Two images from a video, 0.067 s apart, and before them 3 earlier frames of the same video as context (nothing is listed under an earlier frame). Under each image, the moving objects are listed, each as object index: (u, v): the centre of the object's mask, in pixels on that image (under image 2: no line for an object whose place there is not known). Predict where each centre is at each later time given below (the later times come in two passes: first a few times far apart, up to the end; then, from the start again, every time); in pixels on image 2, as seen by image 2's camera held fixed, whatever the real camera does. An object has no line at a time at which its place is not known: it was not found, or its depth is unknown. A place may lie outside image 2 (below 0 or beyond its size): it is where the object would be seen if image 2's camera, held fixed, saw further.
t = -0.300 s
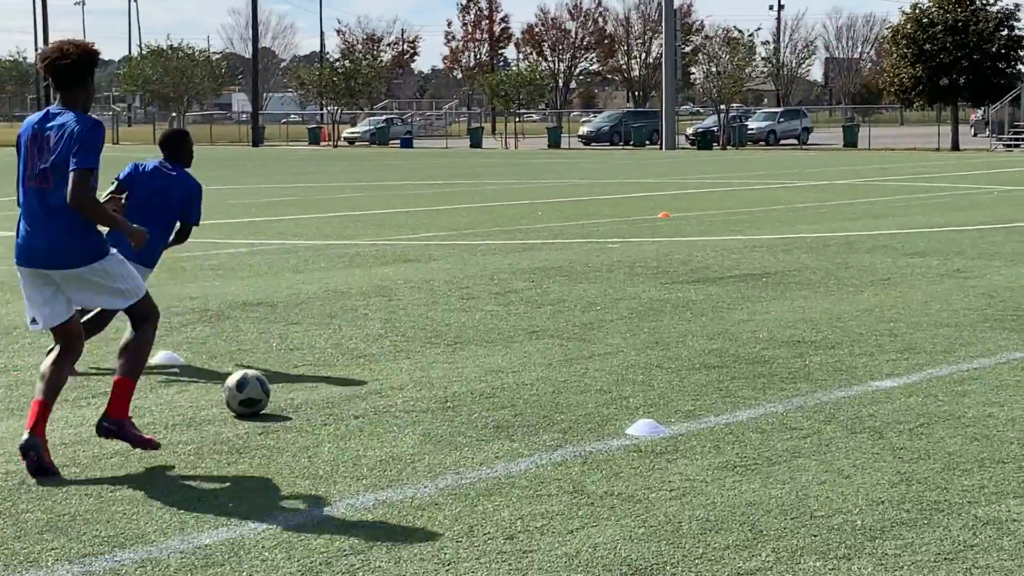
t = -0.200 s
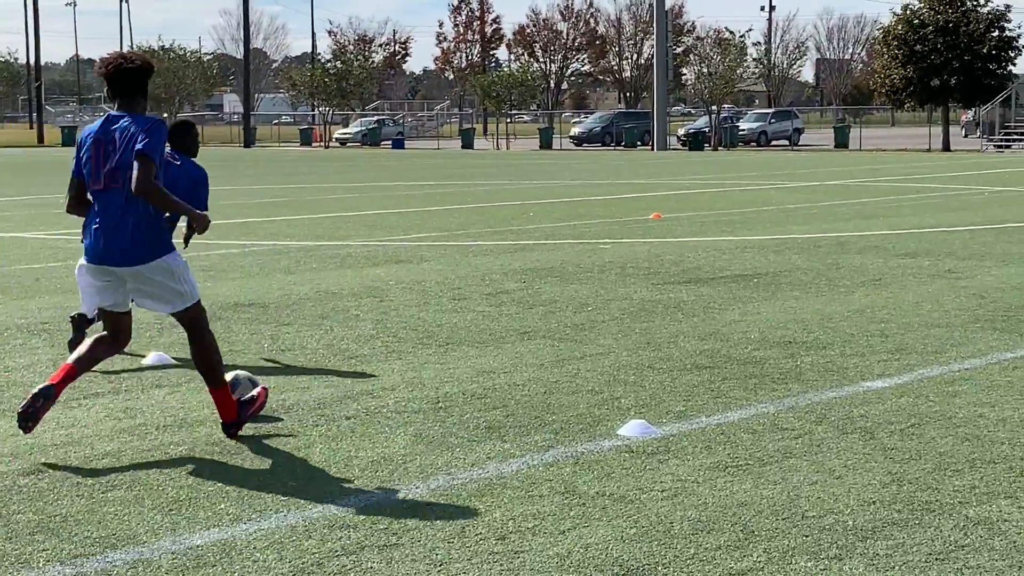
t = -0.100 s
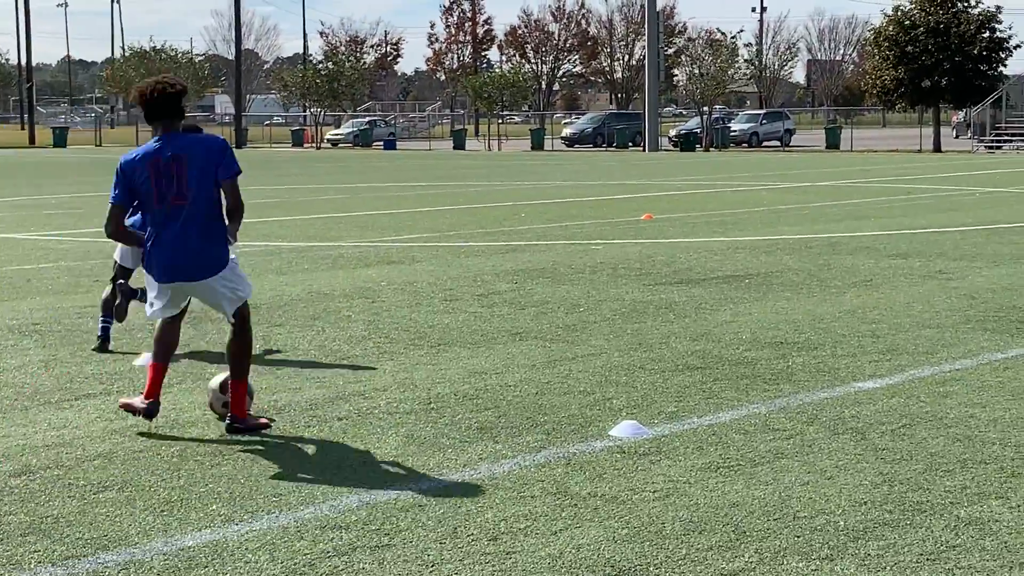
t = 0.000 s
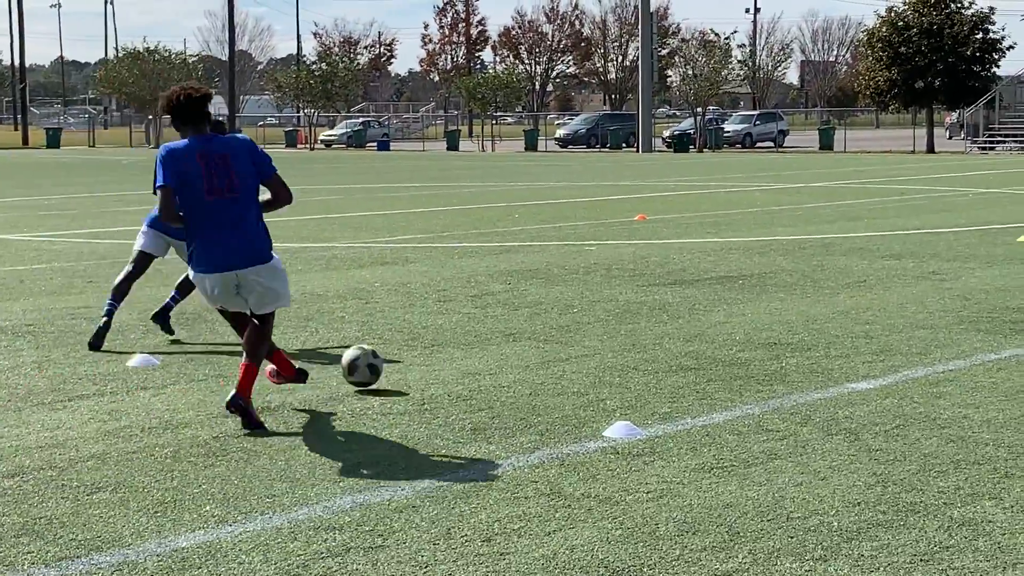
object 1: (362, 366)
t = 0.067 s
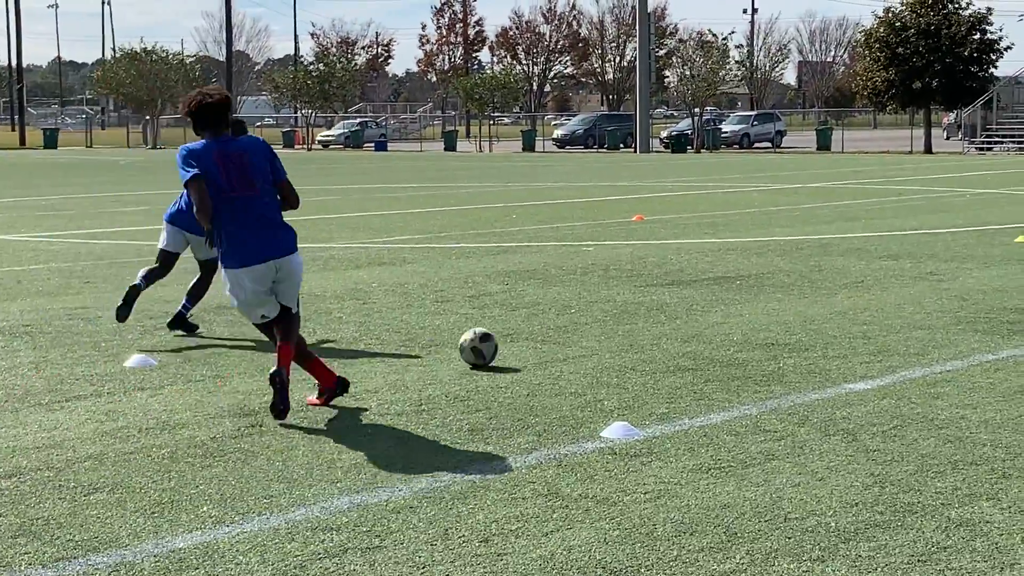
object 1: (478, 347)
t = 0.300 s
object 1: (756, 297)
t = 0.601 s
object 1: (957, 264)
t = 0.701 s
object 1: (1003, 254)
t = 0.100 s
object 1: (529, 338)
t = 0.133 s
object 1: (573, 327)
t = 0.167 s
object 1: (617, 320)
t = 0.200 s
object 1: (657, 315)
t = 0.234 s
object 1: (692, 310)
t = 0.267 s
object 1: (725, 302)
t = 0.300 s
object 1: (756, 297)
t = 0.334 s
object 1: (785, 293)
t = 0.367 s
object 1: (811, 288)
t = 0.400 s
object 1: (836, 283)
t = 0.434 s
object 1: (860, 278)
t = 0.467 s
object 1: (881, 277)
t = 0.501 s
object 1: (902, 273)
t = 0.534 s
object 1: (921, 269)
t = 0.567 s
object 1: (939, 266)
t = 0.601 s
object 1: (957, 264)
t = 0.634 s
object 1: (973, 260)
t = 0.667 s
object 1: (988, 257)
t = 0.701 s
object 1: (1003, 254)
